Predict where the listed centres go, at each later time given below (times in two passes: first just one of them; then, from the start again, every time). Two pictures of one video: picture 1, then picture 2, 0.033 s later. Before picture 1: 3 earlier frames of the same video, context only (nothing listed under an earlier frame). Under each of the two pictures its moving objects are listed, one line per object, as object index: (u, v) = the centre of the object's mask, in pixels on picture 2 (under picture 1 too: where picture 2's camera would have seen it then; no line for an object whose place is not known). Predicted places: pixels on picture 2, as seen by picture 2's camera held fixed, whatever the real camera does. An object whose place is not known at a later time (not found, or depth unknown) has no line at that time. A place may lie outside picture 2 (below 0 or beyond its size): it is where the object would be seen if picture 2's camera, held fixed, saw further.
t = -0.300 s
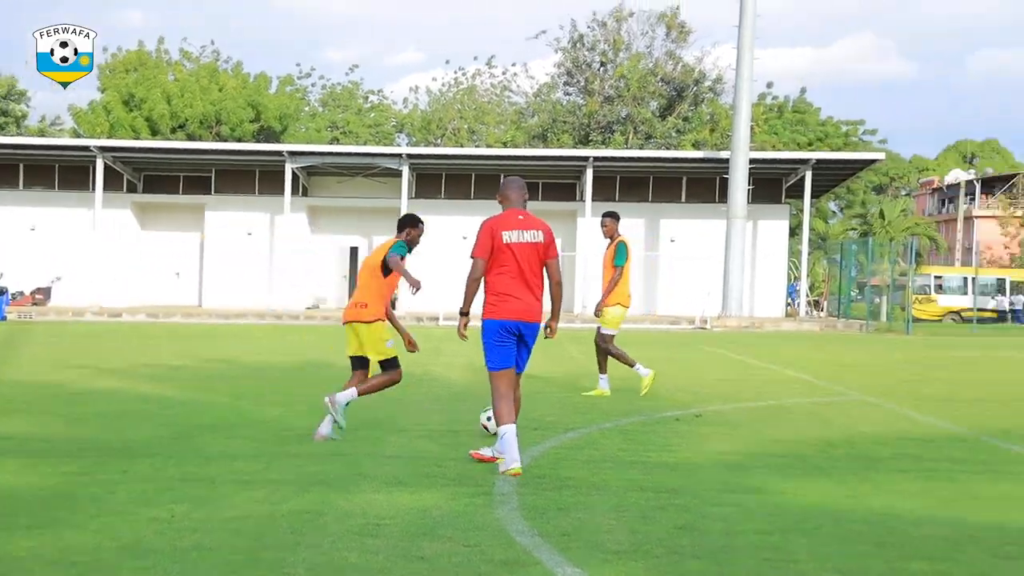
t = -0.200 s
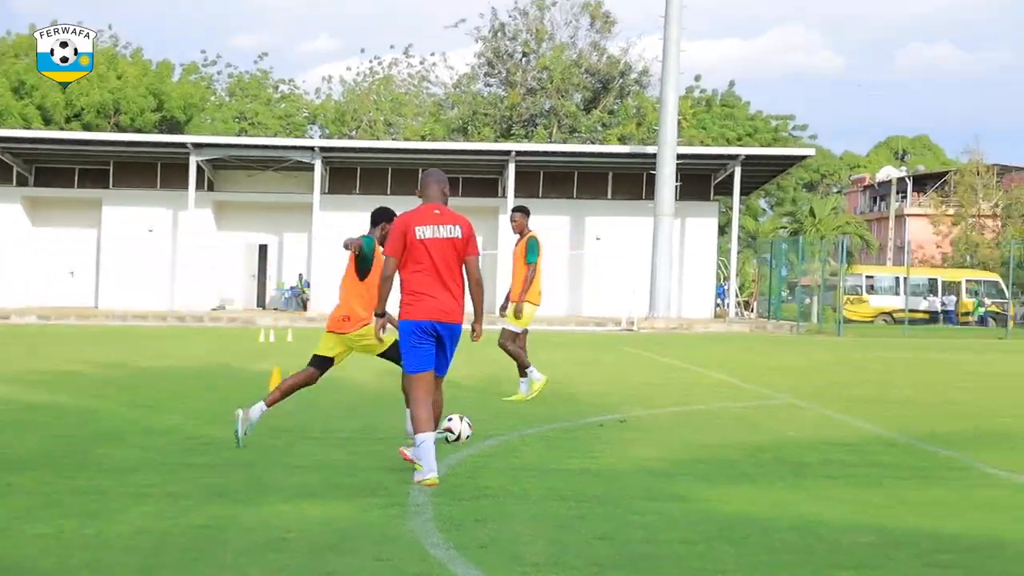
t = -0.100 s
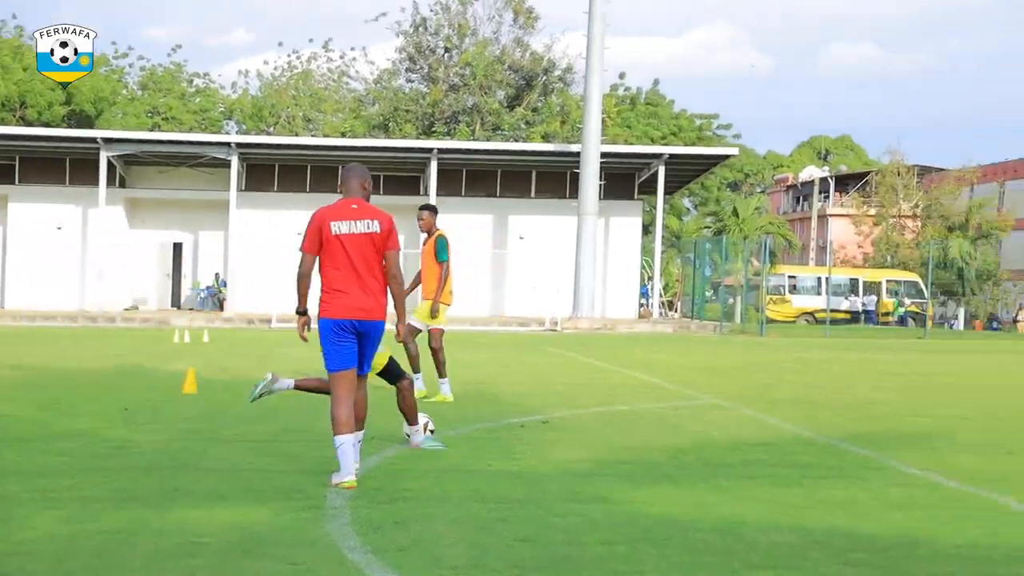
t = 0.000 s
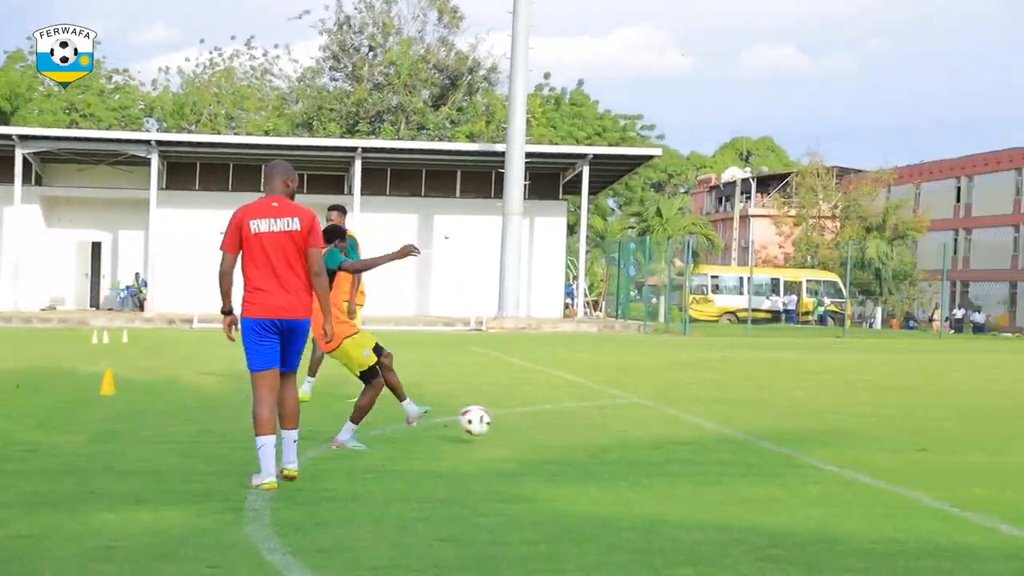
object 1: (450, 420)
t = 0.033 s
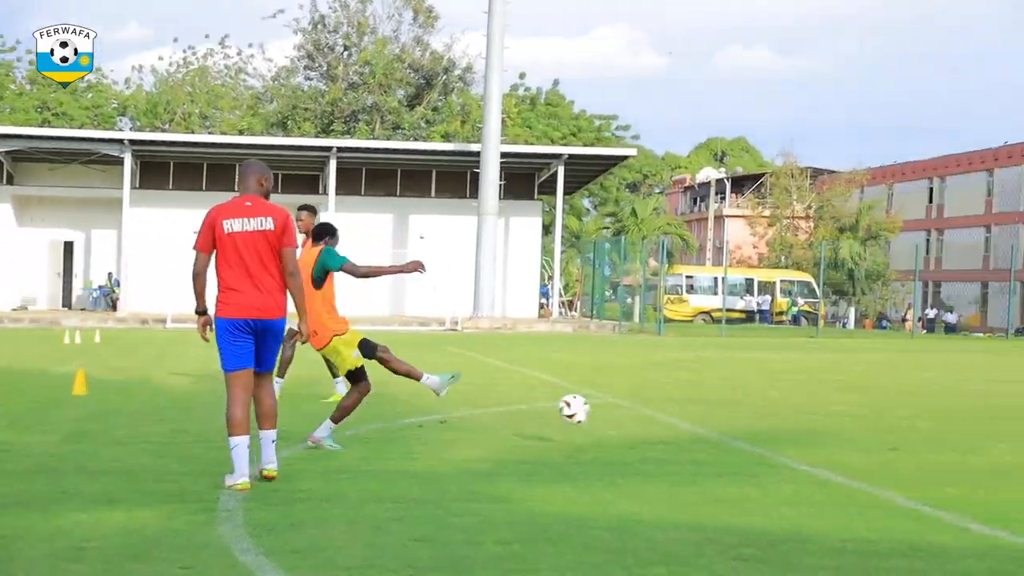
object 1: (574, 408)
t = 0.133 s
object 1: (944, 388)
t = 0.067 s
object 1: (696, 400)
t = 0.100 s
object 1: (819, 394)
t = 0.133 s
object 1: (944, 388)
